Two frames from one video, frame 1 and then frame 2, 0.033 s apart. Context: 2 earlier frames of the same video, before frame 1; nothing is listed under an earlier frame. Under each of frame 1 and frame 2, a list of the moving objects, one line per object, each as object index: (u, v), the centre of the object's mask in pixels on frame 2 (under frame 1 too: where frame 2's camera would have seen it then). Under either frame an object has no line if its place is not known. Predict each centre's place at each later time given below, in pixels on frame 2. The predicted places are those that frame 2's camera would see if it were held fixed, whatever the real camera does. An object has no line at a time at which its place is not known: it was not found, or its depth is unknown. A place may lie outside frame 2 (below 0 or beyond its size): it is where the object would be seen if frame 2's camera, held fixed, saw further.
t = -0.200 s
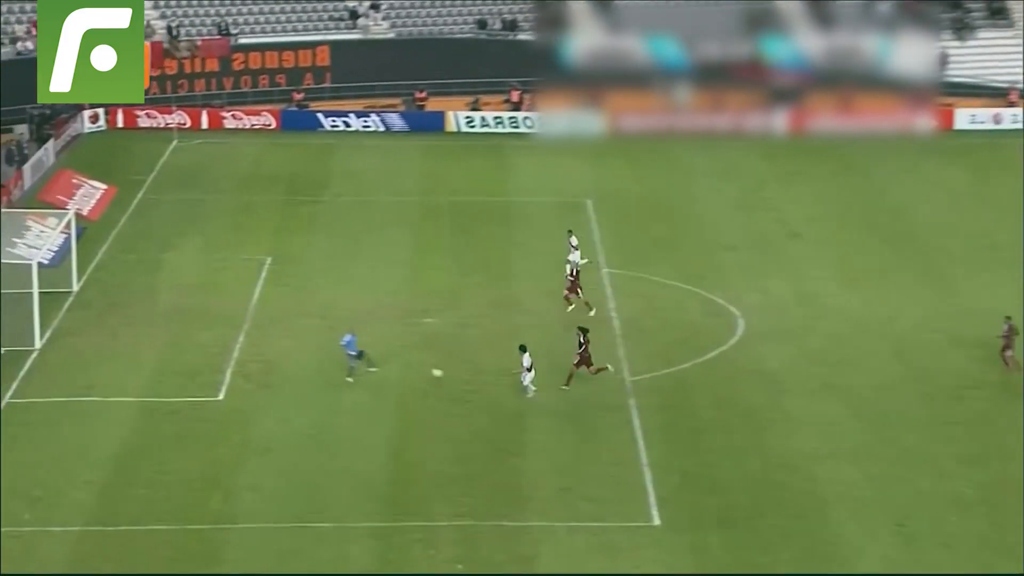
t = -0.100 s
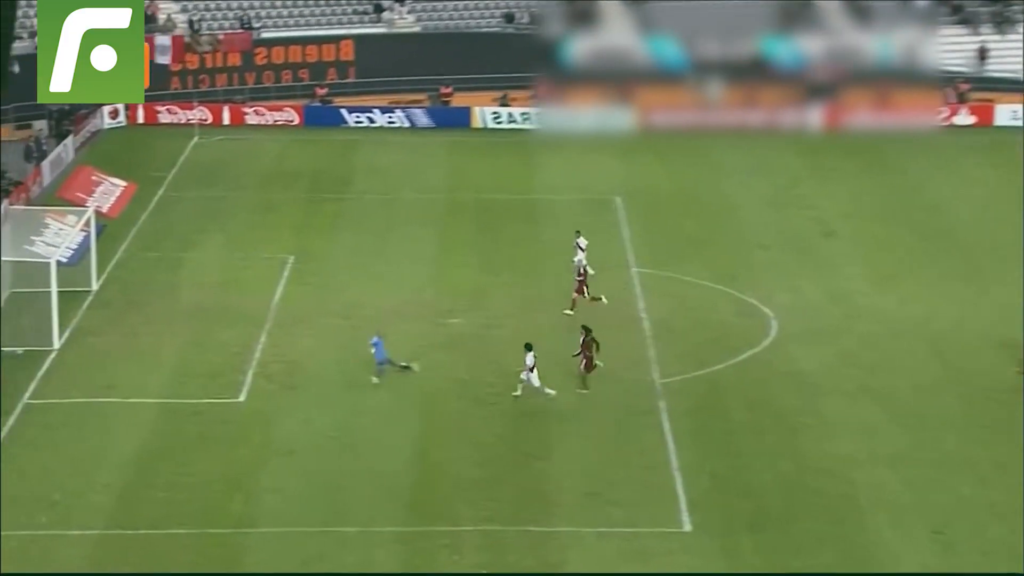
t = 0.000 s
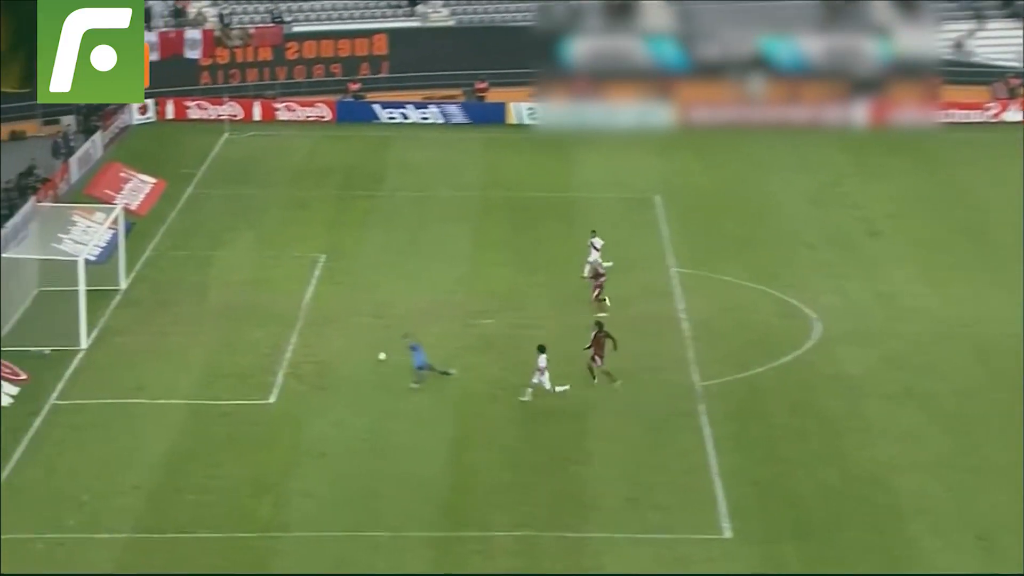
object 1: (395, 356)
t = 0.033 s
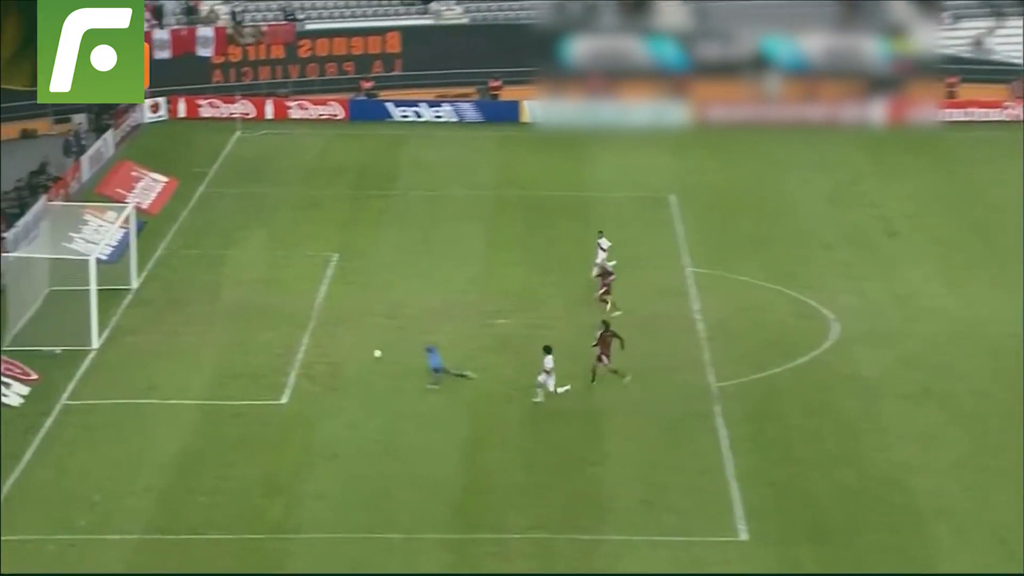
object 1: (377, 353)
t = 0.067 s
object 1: (362, 351)
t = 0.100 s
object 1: (345, 347)
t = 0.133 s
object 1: (330, 342)
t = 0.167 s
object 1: (318, 340)
